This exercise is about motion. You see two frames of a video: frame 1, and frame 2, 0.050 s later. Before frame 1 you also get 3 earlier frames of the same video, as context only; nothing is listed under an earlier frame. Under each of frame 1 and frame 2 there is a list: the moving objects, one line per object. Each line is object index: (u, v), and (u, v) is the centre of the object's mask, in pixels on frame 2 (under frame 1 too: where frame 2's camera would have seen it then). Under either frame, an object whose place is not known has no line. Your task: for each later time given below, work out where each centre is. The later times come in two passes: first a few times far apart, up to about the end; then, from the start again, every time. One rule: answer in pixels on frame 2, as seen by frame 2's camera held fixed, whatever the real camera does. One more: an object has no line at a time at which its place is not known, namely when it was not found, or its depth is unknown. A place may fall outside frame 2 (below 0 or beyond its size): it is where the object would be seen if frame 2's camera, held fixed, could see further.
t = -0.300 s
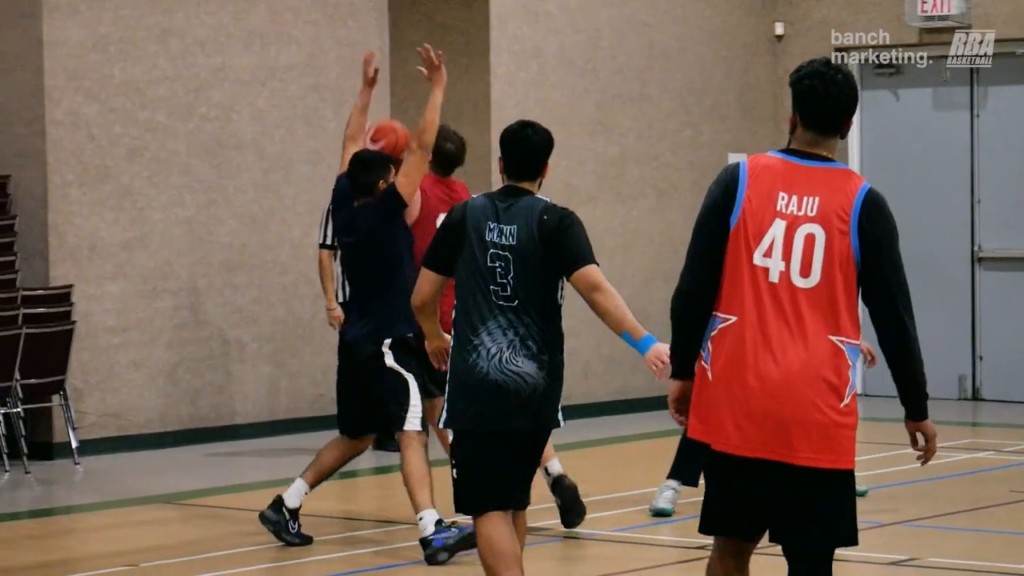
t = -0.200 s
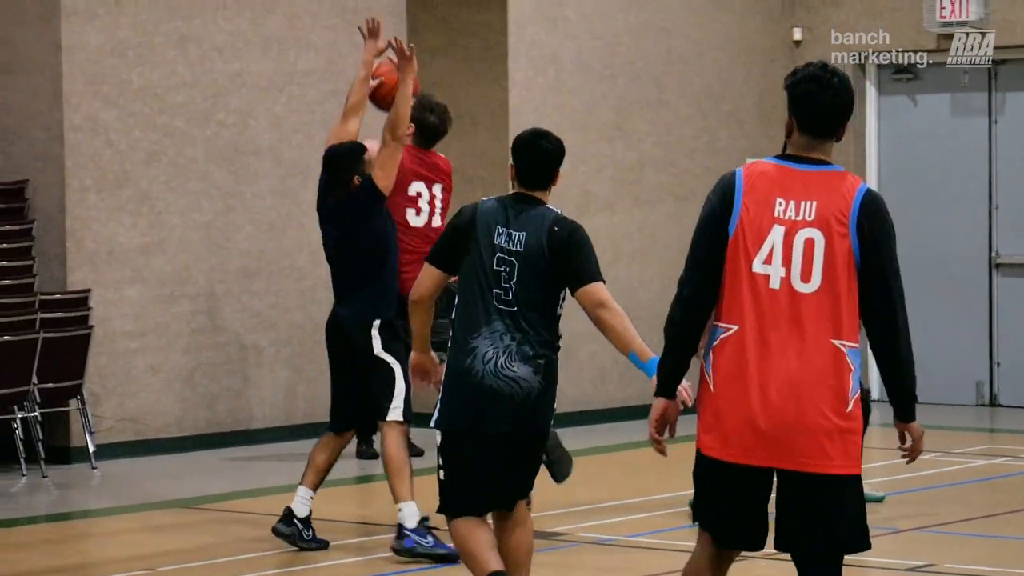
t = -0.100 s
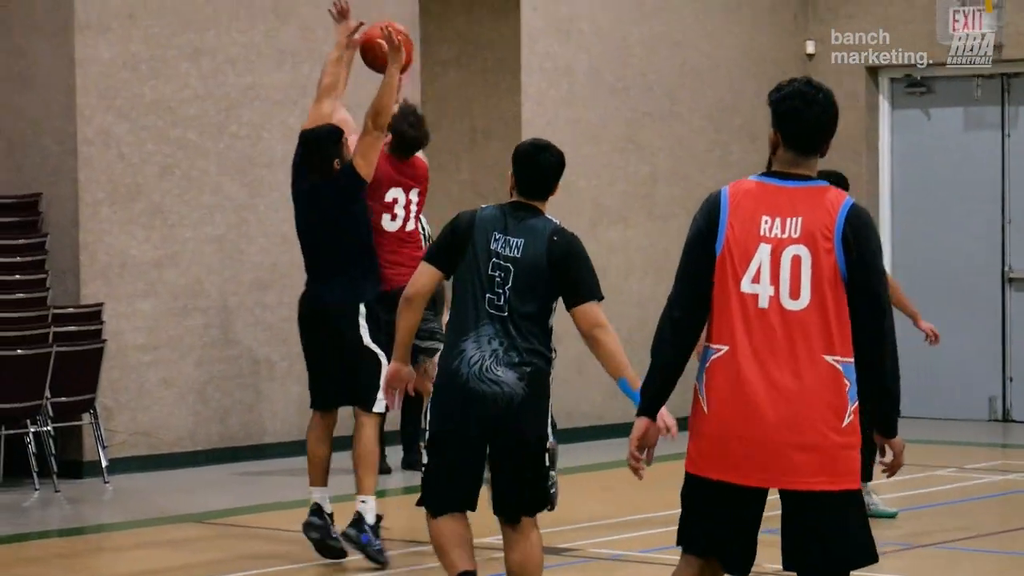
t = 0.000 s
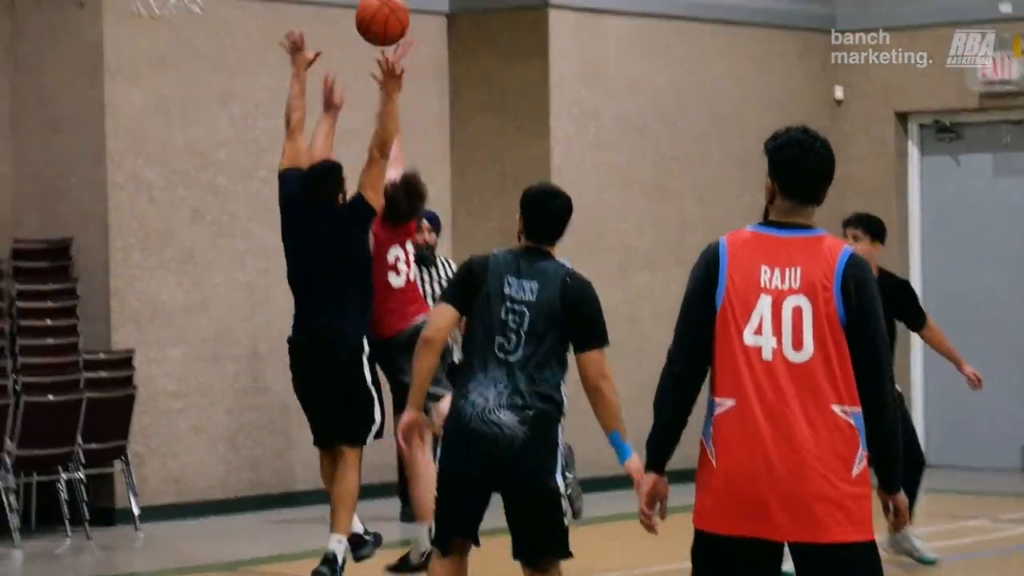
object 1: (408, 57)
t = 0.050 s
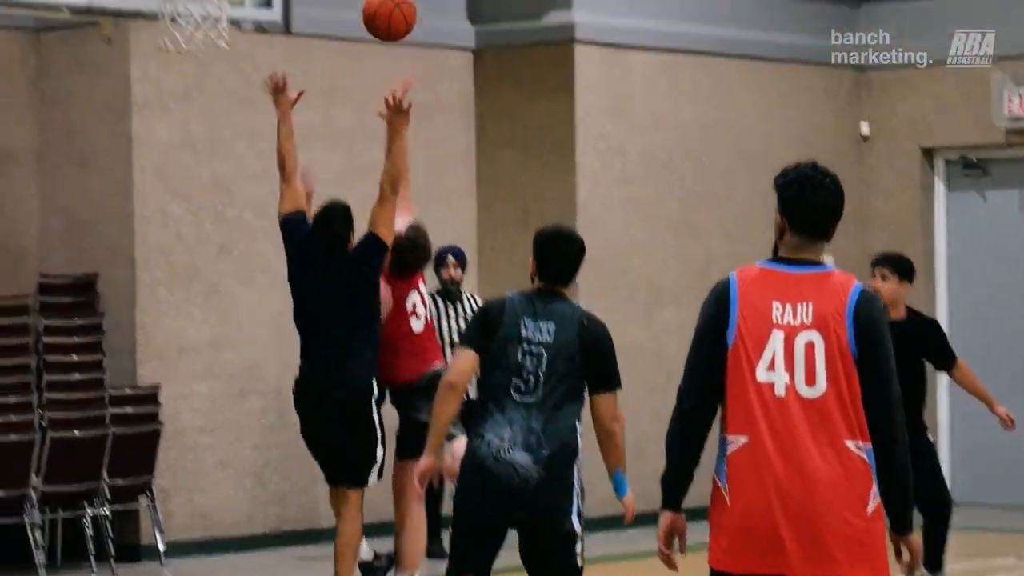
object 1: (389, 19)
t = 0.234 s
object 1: (320, -87)
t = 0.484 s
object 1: (225, -98)
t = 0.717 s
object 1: (216, -70)
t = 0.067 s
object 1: (383, 5)
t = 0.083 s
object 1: (377, -9)
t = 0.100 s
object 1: (370, -22)
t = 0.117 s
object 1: (364, -33)
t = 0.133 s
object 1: (358, -43)
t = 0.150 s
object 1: (352, -51)
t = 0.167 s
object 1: (346, -60)
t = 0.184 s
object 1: (339, -68)
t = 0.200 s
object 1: (333, -75)
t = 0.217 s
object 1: (326, -82)
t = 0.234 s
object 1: (320, -87)
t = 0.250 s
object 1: (313, -93)
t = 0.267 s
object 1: (307, -97)
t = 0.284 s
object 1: (301, -100)
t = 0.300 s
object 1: (294, -104)
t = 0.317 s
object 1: (287, -107)
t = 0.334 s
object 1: (281, -109)
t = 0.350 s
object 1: (274, -110)
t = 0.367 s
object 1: (268, -111)
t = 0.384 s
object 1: (261, -111)
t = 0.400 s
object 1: (256, -110)
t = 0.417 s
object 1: (249, -110)
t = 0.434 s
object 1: (243, -107)
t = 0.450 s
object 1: (236, -105)
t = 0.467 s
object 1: (231, -101)
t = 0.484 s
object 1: (225, -98)
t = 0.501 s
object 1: (220, -93)
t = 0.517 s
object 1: (214, -89)
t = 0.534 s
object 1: (209, -84)
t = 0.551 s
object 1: (202, -81)
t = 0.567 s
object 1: (197, -77)
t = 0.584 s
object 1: (194, -75)
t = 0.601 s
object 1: (196, -74)
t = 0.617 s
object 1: (197, -75)
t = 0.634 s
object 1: (201, -74)
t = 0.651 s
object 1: (203, -74)
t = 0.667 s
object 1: (206, -74)
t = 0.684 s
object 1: (210, -73)
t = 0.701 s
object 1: (213, -72)
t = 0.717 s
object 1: (216, -70)
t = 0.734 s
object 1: (220, -54)
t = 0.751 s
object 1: (223, -45)
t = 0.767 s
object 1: (227, -40)
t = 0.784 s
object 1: (231, -33)
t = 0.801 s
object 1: (234, -28)
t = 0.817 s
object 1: (239, -23)
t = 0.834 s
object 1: (242, -17)
